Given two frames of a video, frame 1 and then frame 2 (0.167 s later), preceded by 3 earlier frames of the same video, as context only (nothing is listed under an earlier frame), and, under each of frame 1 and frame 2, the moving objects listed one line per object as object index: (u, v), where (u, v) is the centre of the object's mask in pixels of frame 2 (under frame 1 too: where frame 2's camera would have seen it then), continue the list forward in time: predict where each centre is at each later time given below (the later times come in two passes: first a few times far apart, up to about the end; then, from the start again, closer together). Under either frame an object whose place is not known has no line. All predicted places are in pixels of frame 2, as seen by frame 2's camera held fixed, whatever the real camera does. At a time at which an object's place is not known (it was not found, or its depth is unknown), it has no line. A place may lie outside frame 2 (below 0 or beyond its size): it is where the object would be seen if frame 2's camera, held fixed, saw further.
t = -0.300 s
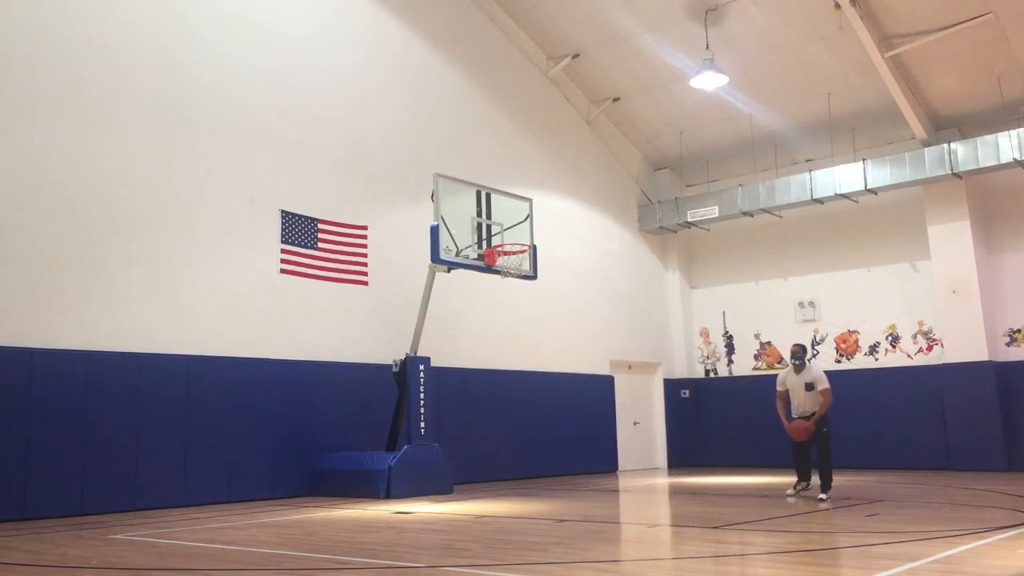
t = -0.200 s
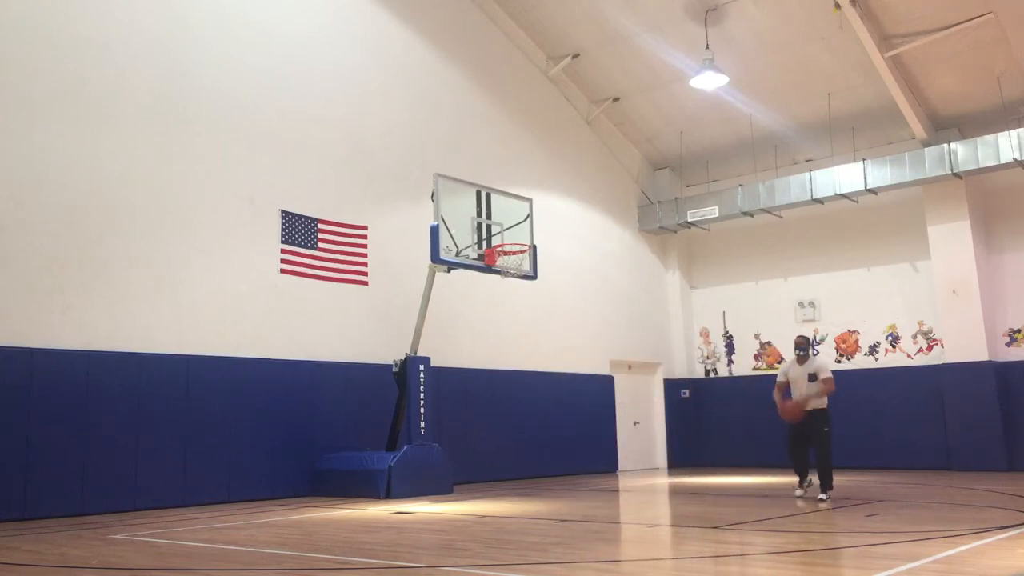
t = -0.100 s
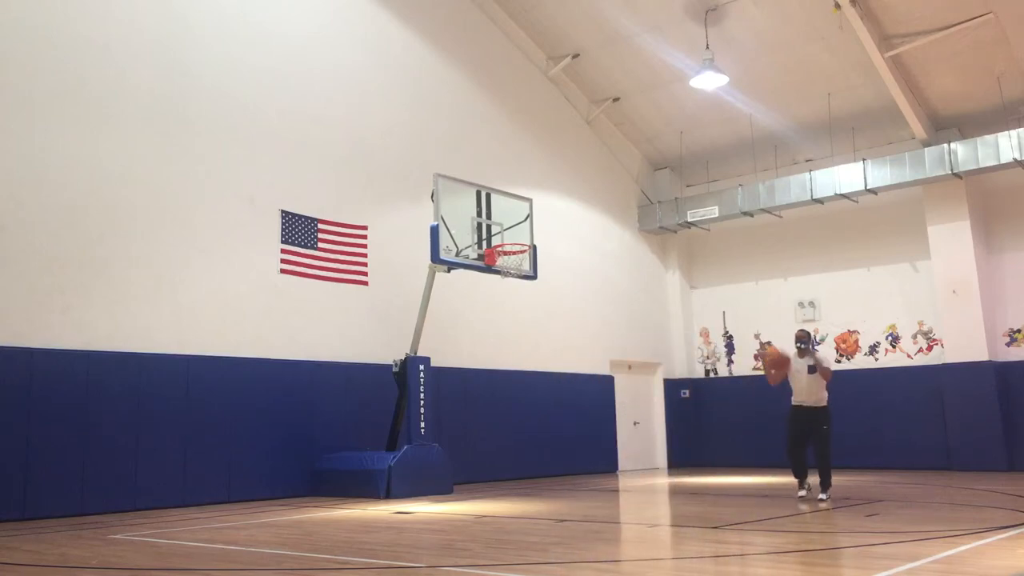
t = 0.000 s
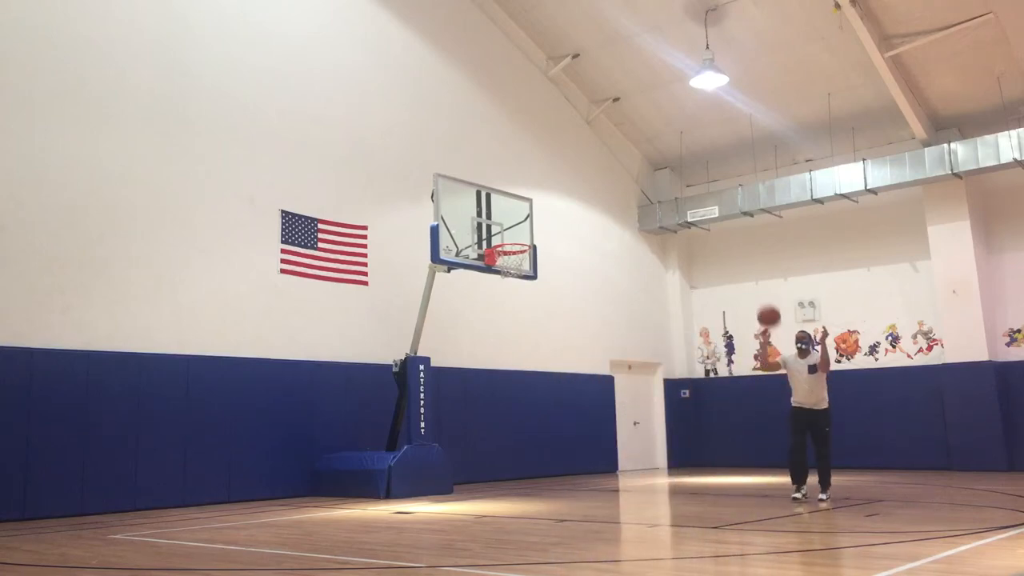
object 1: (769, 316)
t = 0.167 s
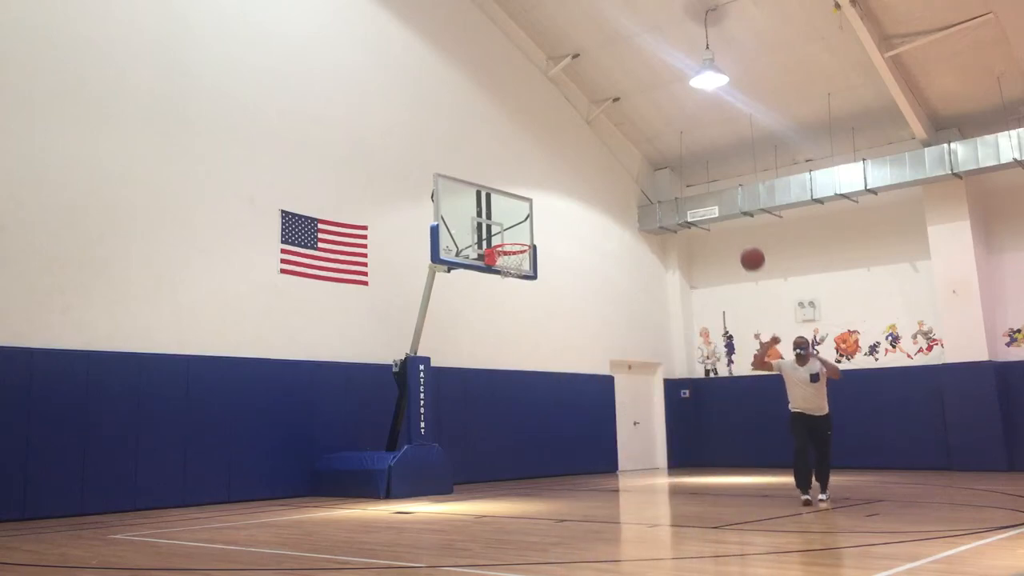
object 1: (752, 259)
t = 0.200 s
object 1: (749, 250)
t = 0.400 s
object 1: (731, 217)
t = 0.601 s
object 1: (713, 221)
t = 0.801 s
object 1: (695, 270)
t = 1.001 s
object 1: (676, 375)
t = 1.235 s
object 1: (658, 486)
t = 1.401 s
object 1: (661, 394)
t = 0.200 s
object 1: (749, 250)
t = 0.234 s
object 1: (746, 242)
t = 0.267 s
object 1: (743, 235)
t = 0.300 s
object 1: (740, 229)
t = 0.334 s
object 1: (737, 225)
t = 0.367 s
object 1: (734, 220)
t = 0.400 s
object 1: (731, 217)
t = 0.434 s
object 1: (728, 215)
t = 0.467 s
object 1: (725, 213)
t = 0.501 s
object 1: (722, 214)
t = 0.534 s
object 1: (719, 215)
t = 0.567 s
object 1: (716, 218)
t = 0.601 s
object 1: (713, 221)
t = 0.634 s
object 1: (710, 226)
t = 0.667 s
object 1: (707, 232)
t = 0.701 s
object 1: (704, 239)
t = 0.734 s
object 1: (701, 248)
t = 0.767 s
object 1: (698, 258)
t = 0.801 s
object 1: (695, 270)
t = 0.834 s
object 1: (692, 283)
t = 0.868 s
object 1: (689, 298)
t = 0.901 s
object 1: (686, 314)
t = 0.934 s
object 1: (682, 332)
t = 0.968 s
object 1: (680, 351)
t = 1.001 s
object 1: (676, 375)
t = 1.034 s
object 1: (674, 400)
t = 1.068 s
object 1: (670, 426)
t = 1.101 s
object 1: (666, 453)
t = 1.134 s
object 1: (662, 486)
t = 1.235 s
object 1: (658, 486)
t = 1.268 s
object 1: (659, 462)
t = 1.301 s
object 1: (660, 442)
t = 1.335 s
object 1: (660, 425)
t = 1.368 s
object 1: (660, 409)
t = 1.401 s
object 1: (661, 394)
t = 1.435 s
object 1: (662, 380)
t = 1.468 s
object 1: (662, 367)
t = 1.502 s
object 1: (663, 356)
